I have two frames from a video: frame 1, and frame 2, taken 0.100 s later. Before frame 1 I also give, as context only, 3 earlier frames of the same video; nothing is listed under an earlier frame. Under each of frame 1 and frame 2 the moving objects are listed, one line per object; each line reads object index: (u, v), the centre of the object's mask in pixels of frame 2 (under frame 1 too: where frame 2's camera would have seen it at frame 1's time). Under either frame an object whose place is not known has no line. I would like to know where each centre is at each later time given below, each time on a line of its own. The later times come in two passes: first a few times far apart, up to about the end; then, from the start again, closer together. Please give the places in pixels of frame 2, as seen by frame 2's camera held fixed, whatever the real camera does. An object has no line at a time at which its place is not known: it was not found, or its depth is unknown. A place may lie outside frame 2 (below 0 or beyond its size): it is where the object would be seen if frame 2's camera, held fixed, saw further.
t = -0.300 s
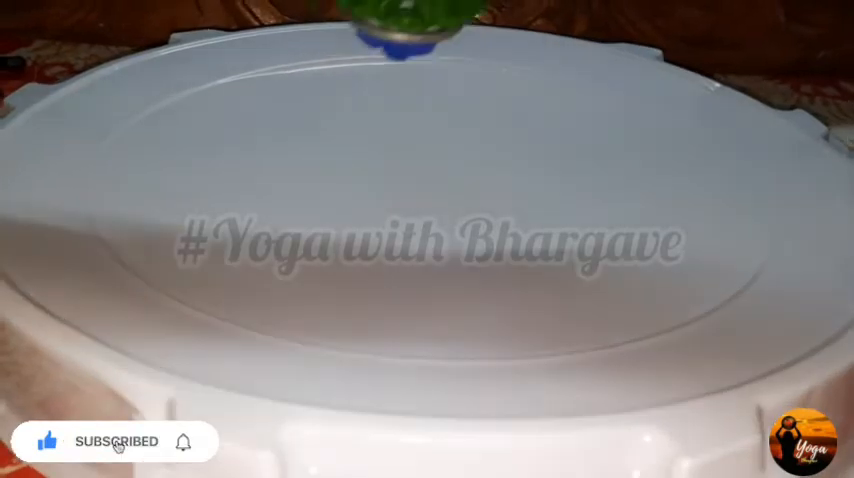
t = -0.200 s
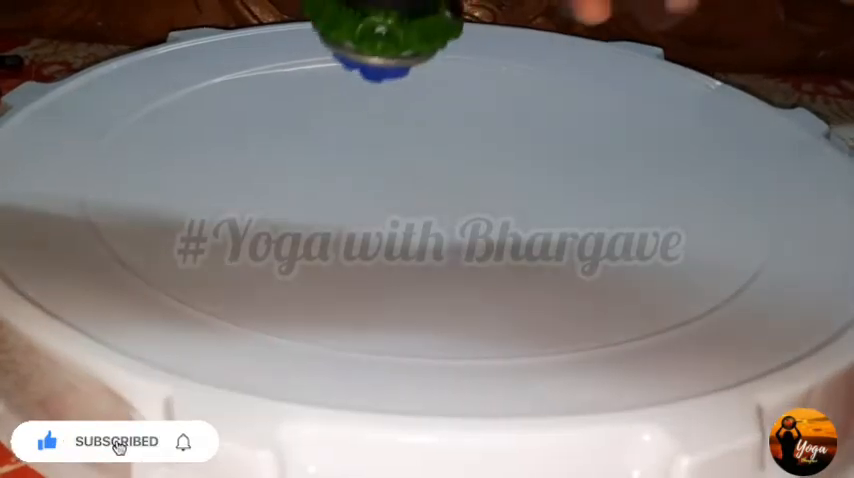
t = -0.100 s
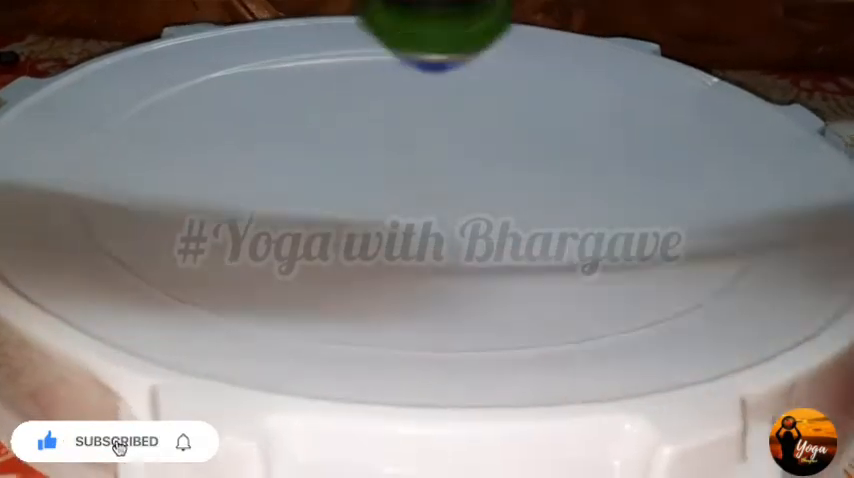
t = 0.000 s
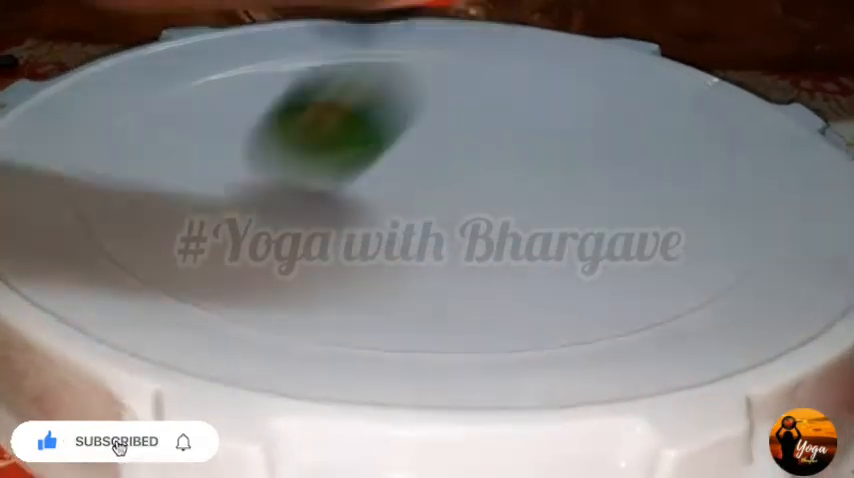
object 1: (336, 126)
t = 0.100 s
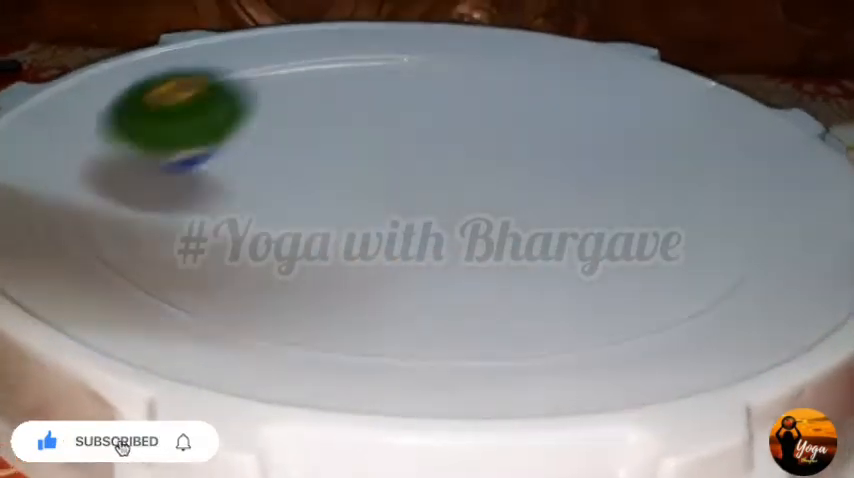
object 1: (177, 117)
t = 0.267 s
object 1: (82, 130)
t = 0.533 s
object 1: (379, 253)
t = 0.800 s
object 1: (695, 194)
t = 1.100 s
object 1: (610, 96)
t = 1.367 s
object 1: (388, 101)
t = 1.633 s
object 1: (289, 178)
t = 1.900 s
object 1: (425, 225)
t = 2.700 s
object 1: (318, 120)
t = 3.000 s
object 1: (273, 162)
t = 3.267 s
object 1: (405, 185)
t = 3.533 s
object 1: (493, 138)
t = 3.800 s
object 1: (436, 95)
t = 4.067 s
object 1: (336, 99)
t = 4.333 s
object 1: (345, 156)
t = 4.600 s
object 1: (469, 172)
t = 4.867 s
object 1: (533, 149)
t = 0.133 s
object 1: (143, 121)
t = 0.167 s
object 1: (117, 115)
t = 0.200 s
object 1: (95, 117)
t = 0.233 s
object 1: (82, 121)
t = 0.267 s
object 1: (82, 130)
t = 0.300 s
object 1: (92, 144)
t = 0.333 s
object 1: (107, 161)
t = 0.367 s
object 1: (128, 182)
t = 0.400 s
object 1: (162, 202)
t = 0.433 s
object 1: (209, 221)
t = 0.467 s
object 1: (264, 235)
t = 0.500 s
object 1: (323, 246)
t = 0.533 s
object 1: (379, 253)
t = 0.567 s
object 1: (438, 256)
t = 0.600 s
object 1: (492, 255)
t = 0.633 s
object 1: (542, 250)
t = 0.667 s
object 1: (587, 242)
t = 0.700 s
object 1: (625, 232)
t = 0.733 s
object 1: (655, 222)
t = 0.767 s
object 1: (680, 208)
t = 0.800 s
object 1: (695, 194)
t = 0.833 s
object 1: (703, 181)
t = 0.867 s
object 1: (706, 168)
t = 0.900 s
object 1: (704, 155)
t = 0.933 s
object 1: (697, 143)
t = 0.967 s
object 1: (685, 132)
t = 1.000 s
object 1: (671, 121)
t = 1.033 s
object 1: (654, 111)
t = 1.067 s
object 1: (634, 103)
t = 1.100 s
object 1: (610, 96)
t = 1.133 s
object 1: (585, 91)
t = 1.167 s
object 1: (558, 87)
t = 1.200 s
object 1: (529, 85)
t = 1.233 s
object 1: (499, 86)
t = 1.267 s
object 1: (470, 89)
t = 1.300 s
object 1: (441, 92)
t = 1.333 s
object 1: (414, 96)
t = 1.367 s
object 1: (388, 101)
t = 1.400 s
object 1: (364, 107)
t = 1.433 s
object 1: (345, 114)
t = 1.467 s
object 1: (327, 123)
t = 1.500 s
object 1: (312, 132)
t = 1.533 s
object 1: (301, 142)
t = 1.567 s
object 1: (293, 154)
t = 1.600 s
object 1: (288, 166)
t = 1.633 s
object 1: (289, 178)
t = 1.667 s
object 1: (295, 189)
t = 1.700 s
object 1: (306, 200)
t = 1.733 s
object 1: (321, 208)
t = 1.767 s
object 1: (340, 213)
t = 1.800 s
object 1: (360, 219)
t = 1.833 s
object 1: (380, 223)
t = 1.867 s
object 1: (402, 225)
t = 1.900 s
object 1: (425, 225)
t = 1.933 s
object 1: (449, 225)
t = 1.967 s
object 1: (471, 221)
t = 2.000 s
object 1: (492, 217)
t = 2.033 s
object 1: (510, 213)
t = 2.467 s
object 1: (426, 120)
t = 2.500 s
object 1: (407, 117)
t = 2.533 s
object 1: (390, 115)
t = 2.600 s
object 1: (357, 114)
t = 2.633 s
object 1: (343, 115)
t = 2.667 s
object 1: (329, 117)
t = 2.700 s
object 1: (318, 120)
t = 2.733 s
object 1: (307, 123)
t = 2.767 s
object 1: (297, 127)
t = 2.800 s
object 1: (289, 131)
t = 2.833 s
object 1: (281, 135)
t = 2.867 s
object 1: (274, 139)
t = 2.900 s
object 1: (270, 145)
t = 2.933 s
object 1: (268, 150)
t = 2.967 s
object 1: (269, 156)
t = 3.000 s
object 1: (273, 162)
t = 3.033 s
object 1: (280, 169)
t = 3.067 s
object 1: (290, 175)
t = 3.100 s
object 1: (304, 180)
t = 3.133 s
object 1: (322, 184)
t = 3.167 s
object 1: (342, 187)
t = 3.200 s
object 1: (363, 188)
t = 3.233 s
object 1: (385, 187)
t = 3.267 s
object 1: (405, 185)
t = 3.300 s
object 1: (425, 181)
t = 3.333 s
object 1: (442, 177)
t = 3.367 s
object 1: (459, 171)
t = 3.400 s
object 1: (472, 165)
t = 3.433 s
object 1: (483, 159)
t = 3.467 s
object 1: (491, 152)
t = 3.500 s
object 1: (493, 145)
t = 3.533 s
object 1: (493, 138)
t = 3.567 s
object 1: (489, 132)
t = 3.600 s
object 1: (484, 126)
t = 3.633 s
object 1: (478, 119)
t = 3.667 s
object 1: (472, 113)
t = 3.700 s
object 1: (464, 108)
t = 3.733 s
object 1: (456, 103)
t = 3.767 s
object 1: (447, 99)
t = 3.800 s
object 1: (436, 95)
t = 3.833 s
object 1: (424, 93)
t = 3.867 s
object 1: (411, 91)
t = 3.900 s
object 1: (398, 90)
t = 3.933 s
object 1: (384, 90)
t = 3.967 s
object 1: (370, 91)
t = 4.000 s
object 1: (357, 93)
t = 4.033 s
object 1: (346, 95)
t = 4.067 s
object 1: (336, 99)
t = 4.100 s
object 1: (329, 105)
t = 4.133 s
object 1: (322, 111)
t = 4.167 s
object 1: (319, 118)
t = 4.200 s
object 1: (319, 125)
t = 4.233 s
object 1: (321, 133)
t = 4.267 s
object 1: (326, 141)
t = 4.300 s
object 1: (334, 149)
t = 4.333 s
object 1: (345, 156)
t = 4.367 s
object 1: (358, 162)
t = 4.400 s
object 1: (372, 167)
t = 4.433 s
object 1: (389, 172)
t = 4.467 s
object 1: (406, 174)
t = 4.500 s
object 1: (424, 175)
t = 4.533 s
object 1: (440, 173)
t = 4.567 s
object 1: (453, 171)
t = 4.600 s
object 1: (469, 172)
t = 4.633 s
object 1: (491, 173)
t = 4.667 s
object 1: (510, 176)
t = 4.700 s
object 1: (524, 163)
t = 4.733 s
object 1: (535, 161)
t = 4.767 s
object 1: (541, 160)
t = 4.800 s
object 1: (541, 157)
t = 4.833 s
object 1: (535, 153)
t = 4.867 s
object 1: (533, 149)
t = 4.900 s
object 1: (534, 144)
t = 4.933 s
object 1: (531, 140)
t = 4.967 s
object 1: (525, 139)
